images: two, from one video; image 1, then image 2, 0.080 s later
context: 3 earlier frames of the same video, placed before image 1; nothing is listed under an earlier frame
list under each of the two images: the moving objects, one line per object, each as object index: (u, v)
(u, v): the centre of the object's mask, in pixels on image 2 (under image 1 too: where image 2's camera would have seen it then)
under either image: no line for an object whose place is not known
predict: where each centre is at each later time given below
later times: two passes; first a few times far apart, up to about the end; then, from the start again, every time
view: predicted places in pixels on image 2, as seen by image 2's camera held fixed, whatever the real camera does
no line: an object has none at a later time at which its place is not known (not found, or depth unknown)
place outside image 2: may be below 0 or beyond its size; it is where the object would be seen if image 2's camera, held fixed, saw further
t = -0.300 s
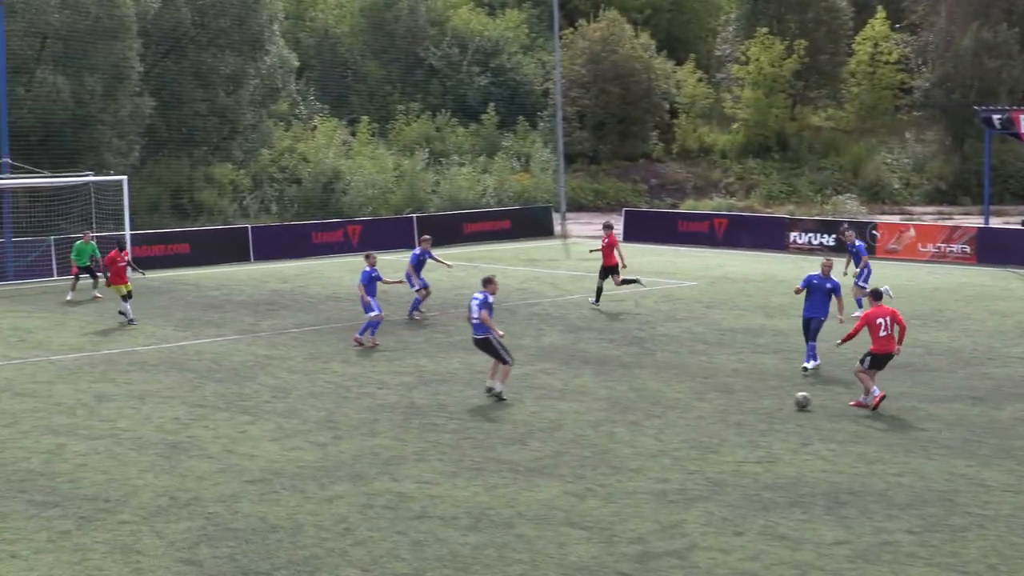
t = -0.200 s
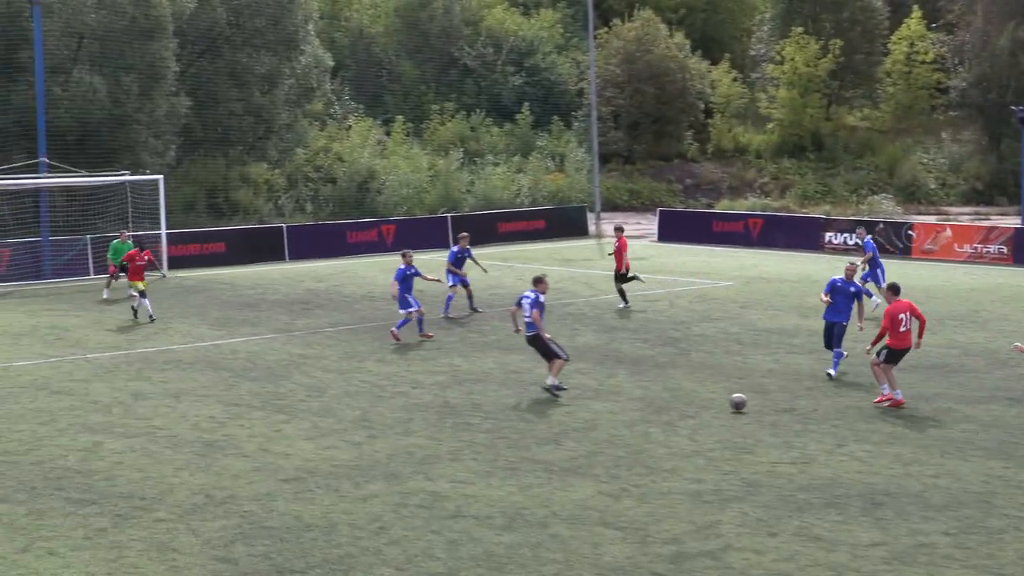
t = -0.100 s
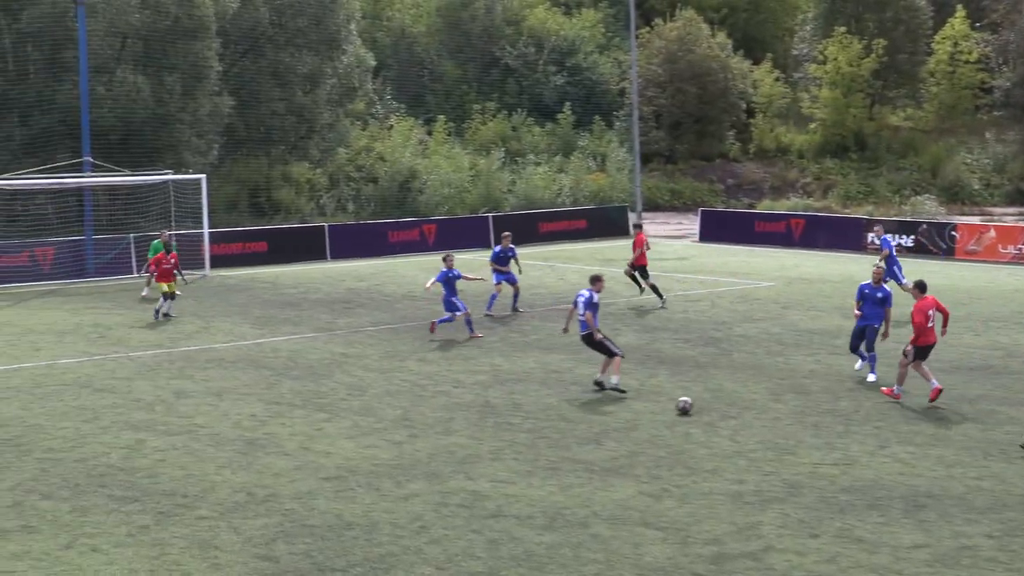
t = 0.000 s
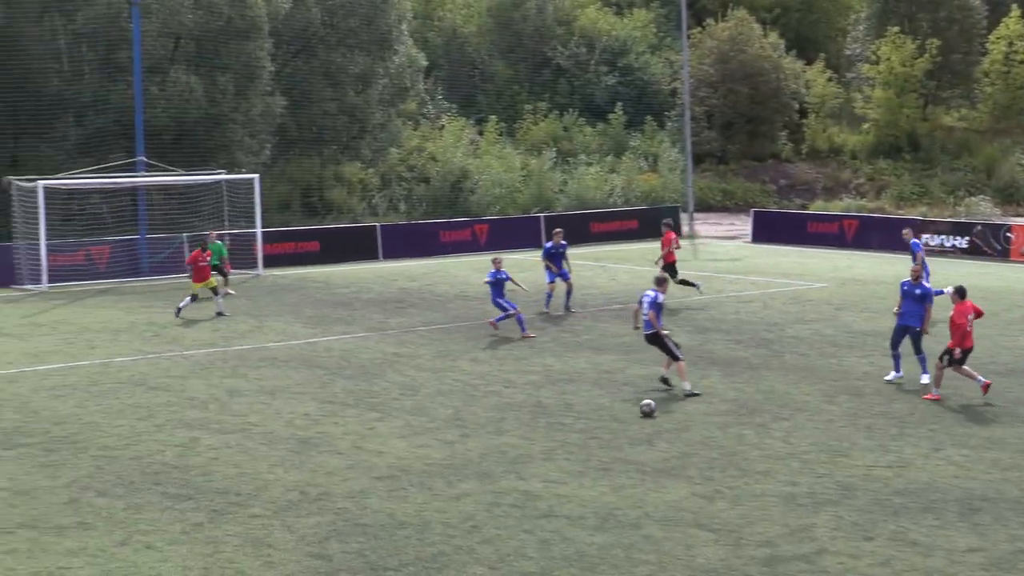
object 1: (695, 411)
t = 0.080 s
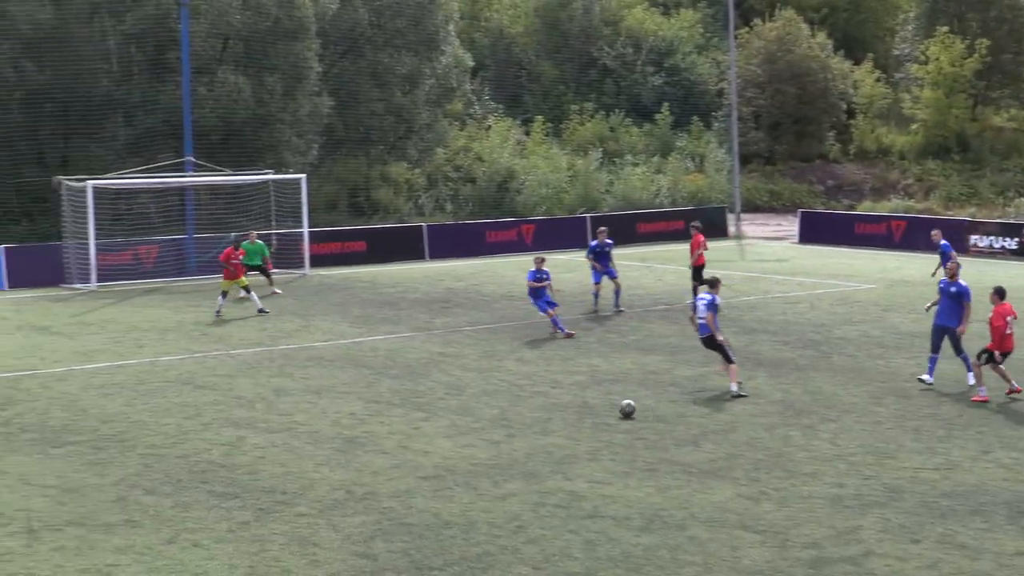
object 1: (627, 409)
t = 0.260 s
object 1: (493, 407)
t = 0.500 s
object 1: (344, 407)
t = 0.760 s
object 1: (212, 407)
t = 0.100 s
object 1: (611, 409)
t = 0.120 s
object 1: (595, 409)
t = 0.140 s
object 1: (580, 408)
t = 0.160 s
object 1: (565, 407)
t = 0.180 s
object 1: (550, 407)
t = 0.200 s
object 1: (535, 407)
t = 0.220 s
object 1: (520, 408)
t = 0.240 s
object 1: (506, 408)
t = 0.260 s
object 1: (493, 407)
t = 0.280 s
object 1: (479, 407)
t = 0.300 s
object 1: (466, 406)
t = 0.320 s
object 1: (452, 406)
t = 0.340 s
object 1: (439, 407)
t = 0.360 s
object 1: (426, 408)
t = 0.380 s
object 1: (413, 409)
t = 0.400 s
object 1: (401, 408)
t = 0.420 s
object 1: (390, 407)
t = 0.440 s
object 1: (378, 407)
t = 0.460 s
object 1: (367, 406)
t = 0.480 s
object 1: (355, 407)
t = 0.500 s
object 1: (344, 407)
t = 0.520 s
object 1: (333, 409)
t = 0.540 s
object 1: (322, 408)
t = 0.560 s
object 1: (312, 408)
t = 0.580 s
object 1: (302, 407)
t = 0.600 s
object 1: (291, 406)
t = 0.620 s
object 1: (282, 407)
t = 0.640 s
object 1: (271, 407)
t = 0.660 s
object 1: (261, 408)
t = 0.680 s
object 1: (251, 409)
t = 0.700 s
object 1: (241, 408)
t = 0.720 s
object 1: (232, 407)
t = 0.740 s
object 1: (222, 407)
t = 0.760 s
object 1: (212, 407)
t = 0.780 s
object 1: (202, 407)
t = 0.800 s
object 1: (192, 407)
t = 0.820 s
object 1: (183, 408)
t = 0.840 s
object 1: (173, 409)
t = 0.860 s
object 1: (163, 409)
